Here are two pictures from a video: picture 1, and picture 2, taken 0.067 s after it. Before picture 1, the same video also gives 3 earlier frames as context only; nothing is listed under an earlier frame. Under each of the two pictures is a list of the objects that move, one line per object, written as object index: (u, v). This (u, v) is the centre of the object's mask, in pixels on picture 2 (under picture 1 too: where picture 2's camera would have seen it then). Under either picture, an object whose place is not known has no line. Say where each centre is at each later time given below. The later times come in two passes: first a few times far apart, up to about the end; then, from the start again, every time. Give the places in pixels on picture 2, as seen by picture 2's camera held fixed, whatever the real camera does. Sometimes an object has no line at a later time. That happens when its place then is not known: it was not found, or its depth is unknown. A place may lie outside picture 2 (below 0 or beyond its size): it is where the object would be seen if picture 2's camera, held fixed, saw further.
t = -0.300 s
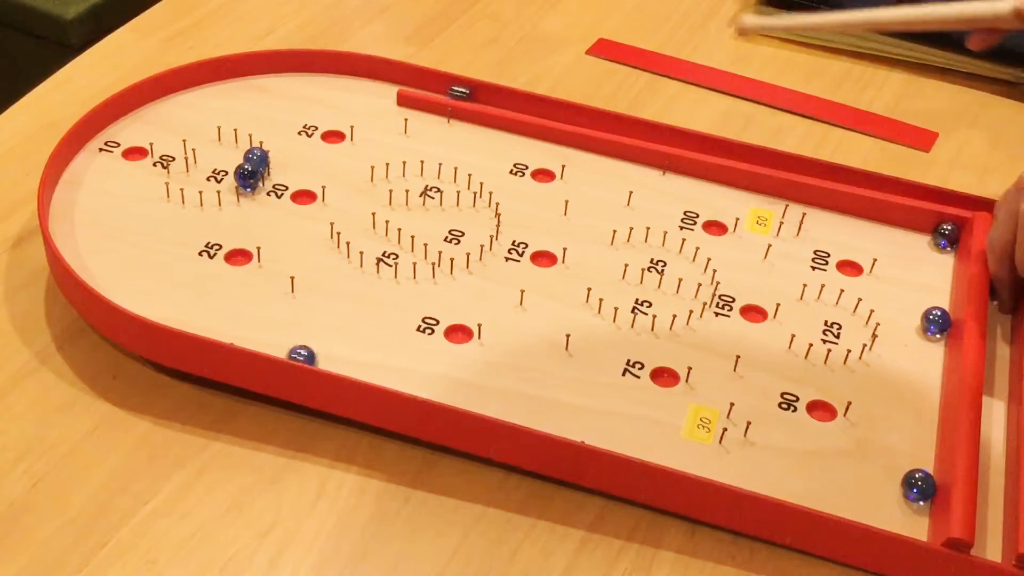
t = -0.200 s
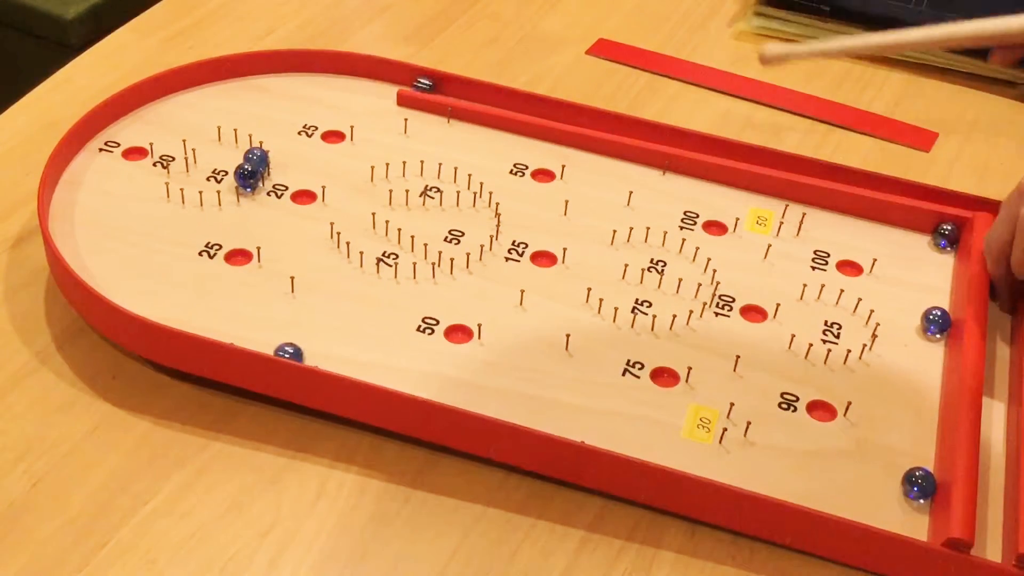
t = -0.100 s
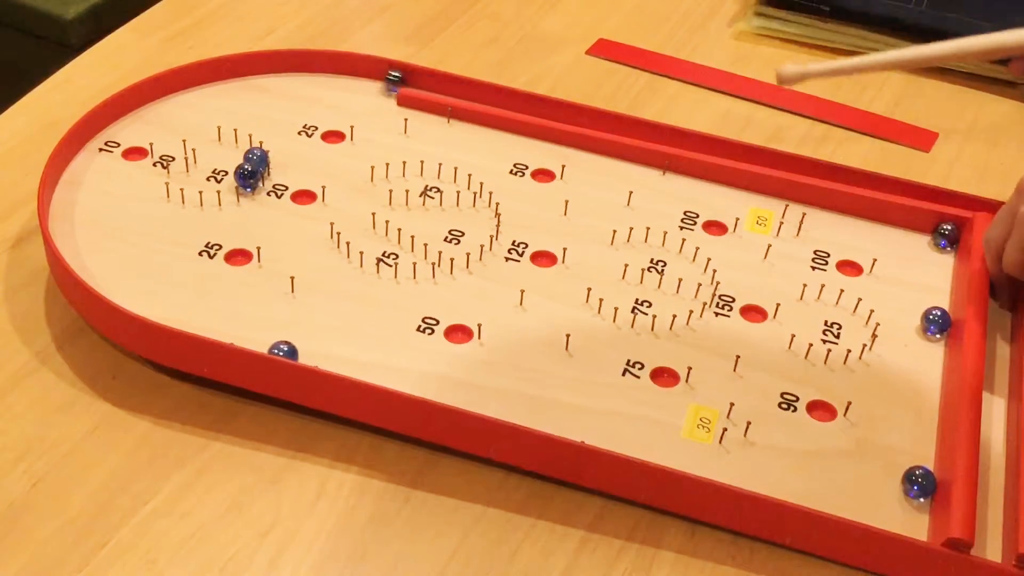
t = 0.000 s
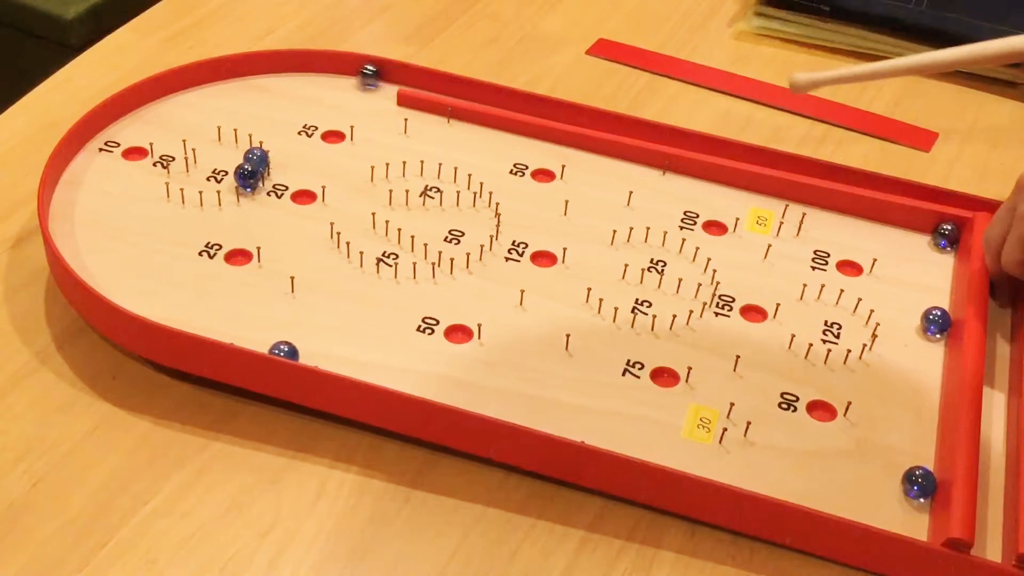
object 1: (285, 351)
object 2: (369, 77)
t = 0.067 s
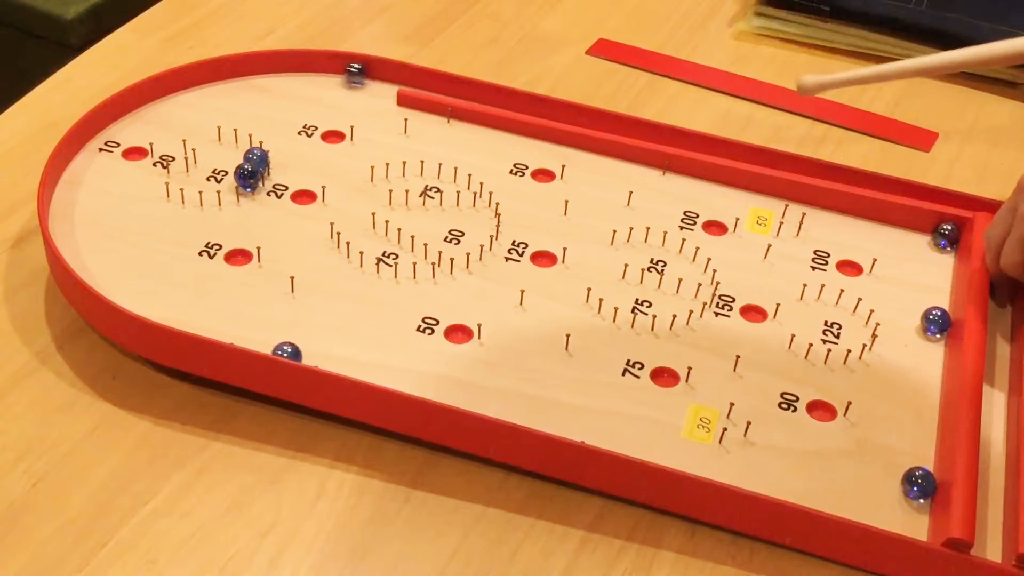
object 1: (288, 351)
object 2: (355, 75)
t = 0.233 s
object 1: (304, 355)
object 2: (328, 72)
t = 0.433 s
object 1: (311, 350)
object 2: (312, 75)
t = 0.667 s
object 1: (342, 345)
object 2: (317, 81)
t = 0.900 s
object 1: (403, 350)
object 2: (346, 95)
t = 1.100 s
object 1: (480, 360)
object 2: (389, 111)
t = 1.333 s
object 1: (595, 379)
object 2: (424, 110)
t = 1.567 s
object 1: (698, 390)
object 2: (403, 106)
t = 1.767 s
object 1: (671, 414)
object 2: (407, 106)
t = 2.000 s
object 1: (678, 455)
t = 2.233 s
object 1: (735, 472)
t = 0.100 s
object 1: (290, 352)
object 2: (349, 74)
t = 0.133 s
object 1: (293, 353)
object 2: (342, 73)
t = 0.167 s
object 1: (297, 354)
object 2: (337, 73)
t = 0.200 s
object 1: (301, 355)
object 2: (332, 73)
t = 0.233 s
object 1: (304, 355)
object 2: (328, 72)
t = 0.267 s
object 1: (304, 354)
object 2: (324, 73)
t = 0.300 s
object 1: (304, 353)
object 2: (321, 73)
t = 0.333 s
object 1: (305, 352)
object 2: (318, 73)
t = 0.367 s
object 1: (306, 351)
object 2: (316, 74)
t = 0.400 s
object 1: (309, 351)
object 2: (314, 74)
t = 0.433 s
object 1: (311, 350)
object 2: (312, 75)
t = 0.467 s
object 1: (314, 349)
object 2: (312, 75)
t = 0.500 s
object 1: (318, 348)
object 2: (312, 75)
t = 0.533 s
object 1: (321, 347)
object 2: (312, 76)
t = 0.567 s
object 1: (326, 346)
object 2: (312, 78)
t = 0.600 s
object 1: (331, 346)
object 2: (313, 78)
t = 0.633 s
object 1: (336, 345)
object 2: (315, 80)
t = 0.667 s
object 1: (342, 345)
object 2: (317, 81)
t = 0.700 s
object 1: (350, 345)
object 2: (320, 83)
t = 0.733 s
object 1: (357, 345)
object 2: (323, 85)
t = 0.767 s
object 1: (365, 346)
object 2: (326, 86)
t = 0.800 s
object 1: (374, 347)
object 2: (331, 88)
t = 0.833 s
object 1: (383, 348)
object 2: (335, 90)
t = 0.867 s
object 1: (393, 348)
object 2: (340, 92)
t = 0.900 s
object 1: (403, 350)
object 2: (346, 95)
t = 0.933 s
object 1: (414, 351)
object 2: (352, 97)
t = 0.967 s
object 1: (426, 352)
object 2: (358, 99)
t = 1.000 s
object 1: (439, 354)
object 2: (365, 102)
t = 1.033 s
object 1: (452, 357)
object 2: (373, 105)
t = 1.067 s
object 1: (465, 358)
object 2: (381, 108)
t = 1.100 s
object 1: (480, 360)
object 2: (389, 111)
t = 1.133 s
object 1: (495, 362)
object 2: (398, 115)
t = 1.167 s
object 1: (509, 365)
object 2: (407, 117)
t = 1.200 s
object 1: (525, 367)
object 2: (415, 116)
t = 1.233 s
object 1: (541, 370)
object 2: (424, 115)
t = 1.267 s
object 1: (559, 373)
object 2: (434, 113)
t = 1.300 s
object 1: (577, 376)
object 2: (430, 111)
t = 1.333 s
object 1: (595, 379)
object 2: (424, 110)
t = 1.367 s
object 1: (614, 383)
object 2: (420, 109)
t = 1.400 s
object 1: (633, 386)
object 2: (415, 109)
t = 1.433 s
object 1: (655, 391)
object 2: (412, 108)
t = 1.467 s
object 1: (676, 394)
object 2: (409, 107)
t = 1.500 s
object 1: (698, 398)
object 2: (407, 106)
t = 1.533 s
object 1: (710, 400)
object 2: (404, 106)
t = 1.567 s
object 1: (698, 390)
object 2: (403, 106)
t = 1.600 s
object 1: (689, 387)
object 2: (403, 105)
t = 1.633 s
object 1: (684, 392)
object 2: (403, 105)
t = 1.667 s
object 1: (680, 397)
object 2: (403, 105)
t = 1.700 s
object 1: (676, 402)
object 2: (403, 105)
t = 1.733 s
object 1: (673, 408)
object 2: (405, 106)
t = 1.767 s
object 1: (671, 414)
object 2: (407, 106)
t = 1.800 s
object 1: (670, 420)
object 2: (410, 107)
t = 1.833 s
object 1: (669, 426)
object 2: (412, 109)
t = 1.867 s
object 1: (669, 431)
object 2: (415, 110)
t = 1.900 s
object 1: (670, 438)
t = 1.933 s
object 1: (671, 445)
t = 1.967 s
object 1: (674, 450)
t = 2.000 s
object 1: (678, 455)
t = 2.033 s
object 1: (682, 460)
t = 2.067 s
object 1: (687, 464)
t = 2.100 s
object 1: (695, 465)
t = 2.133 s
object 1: (704, 466)
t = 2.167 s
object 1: (714, 468)
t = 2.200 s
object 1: (724, 470)
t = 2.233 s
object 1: (735, 472)
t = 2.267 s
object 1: (747, 474)
